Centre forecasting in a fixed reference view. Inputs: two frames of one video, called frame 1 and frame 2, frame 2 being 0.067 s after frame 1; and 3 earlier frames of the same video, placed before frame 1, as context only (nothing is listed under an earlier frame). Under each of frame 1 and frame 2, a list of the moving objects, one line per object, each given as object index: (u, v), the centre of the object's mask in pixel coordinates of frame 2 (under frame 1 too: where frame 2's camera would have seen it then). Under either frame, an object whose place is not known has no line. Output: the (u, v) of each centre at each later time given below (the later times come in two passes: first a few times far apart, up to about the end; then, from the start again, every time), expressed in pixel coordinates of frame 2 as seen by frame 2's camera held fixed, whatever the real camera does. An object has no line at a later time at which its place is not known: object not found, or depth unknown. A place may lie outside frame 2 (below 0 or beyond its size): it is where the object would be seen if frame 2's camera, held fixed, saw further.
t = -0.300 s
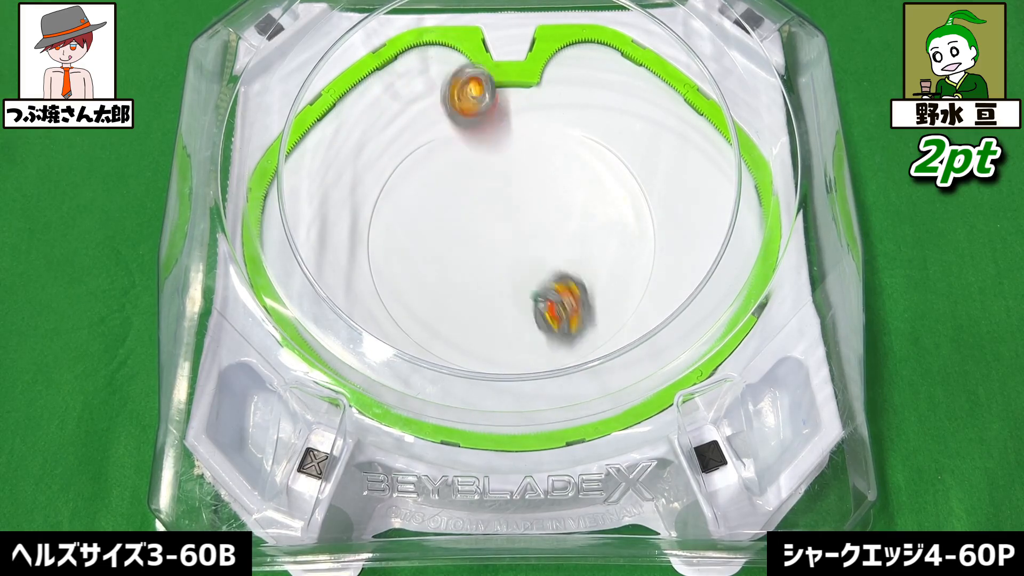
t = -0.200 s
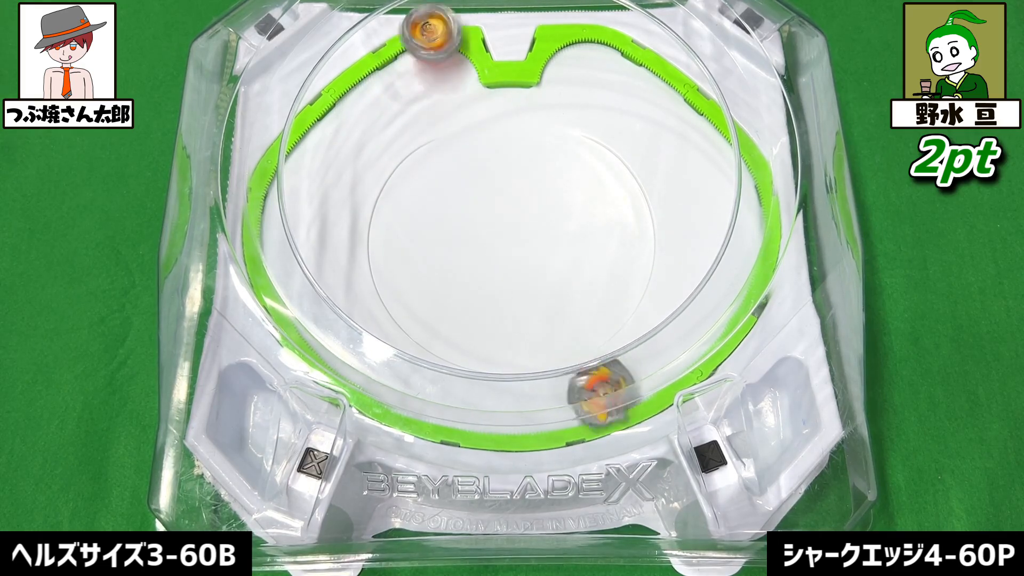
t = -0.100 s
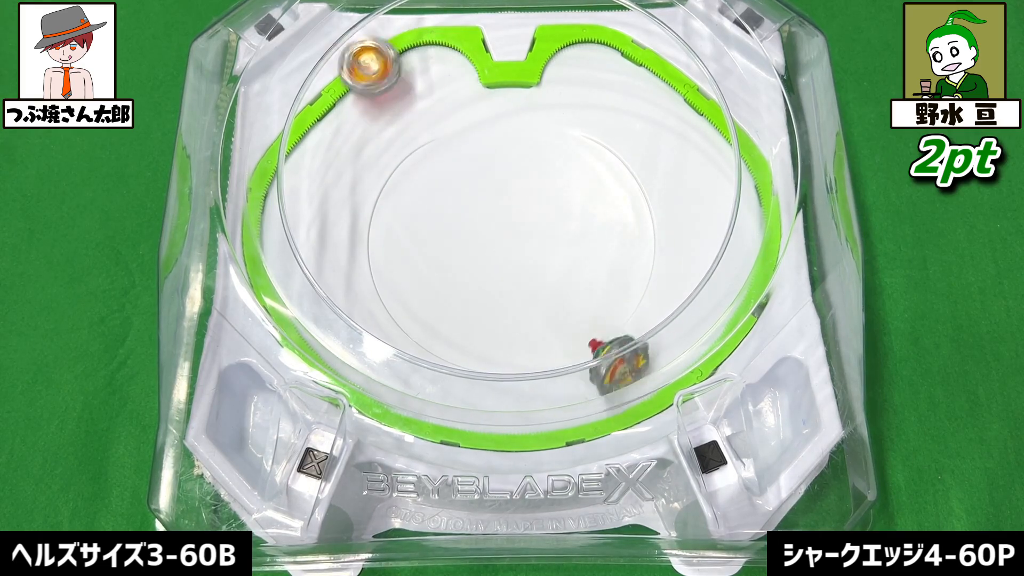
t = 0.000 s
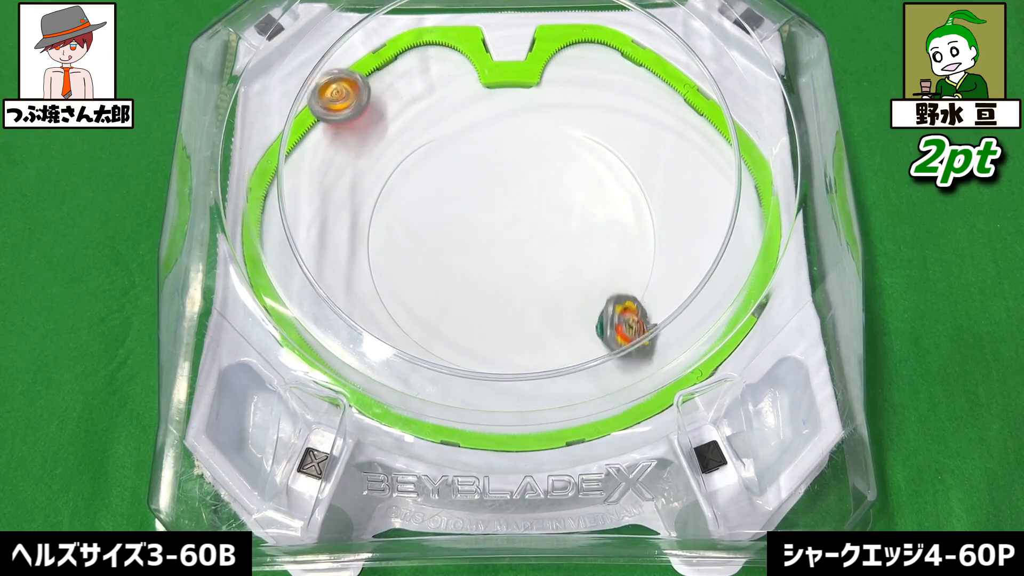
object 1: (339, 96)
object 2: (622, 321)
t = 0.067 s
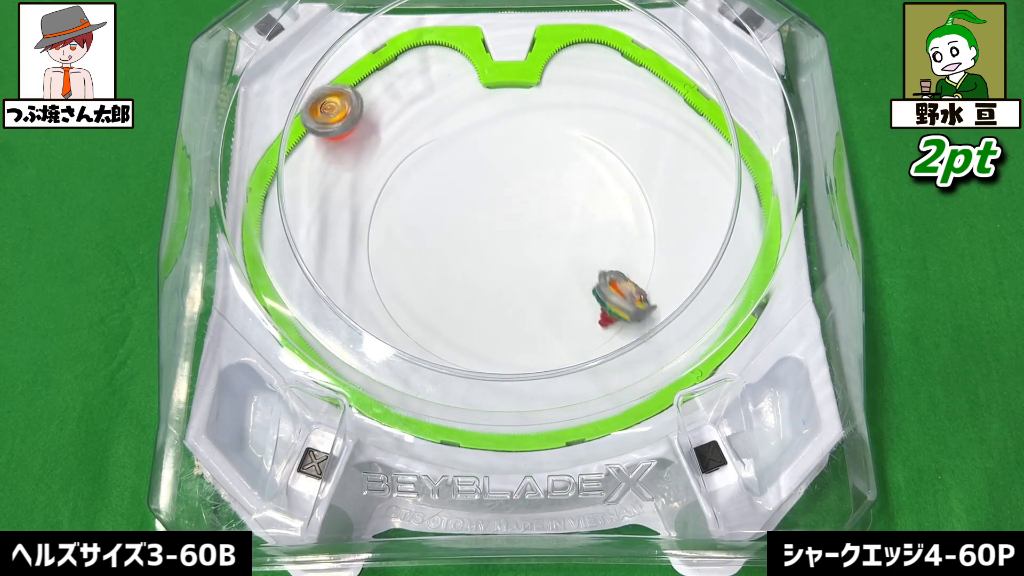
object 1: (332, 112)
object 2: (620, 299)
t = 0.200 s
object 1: (321, 129)
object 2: (576, 251)
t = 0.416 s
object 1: (303, 141)
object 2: (482, 230)
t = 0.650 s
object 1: (294, 146)
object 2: (460, 260)
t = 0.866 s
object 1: (307, 160)
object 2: (470, 274)
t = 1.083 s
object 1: (309, 184)
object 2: (481, 278)
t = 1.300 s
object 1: (302, 211)
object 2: (473, 267)
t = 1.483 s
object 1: (291, 226)
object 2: (480, 271)
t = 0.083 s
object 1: (331, 114)
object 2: (616, 293)
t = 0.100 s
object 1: (330, 116)
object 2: (613, 286)
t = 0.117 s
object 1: (329, 119)
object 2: (608, 280)
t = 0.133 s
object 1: (327, 121)
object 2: (603, 272)
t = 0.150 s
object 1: (325, 123)
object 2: (596, 265)
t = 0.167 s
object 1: (324, 125)
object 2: (590, 260)
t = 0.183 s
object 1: (323, 127)
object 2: (583, 256)
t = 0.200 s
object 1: (321, 129)
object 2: (576, 251)
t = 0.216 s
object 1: (320, 130)
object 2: (569, 246)
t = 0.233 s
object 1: (319, 132)
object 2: (561, 242)
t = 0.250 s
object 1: (318, 133)
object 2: (554, 238)
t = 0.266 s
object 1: (317, 135)
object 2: (546, 235)
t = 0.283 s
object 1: (315, 136)
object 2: (537, 232)
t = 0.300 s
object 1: (314, 137)
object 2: (529, 230)
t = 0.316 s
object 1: (314, 138)
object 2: (521, 228)
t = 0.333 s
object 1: (313, 139)
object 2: (513, 228)
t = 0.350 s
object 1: (312, 140)
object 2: (505, 228)
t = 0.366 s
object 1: (311, 140)
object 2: (499, 227)
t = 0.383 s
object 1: (310, 141)
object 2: (493, 227)
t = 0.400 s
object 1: (310, 141)
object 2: (488, 228)
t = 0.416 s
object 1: (303, 141)
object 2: (482, 230)
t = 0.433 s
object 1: (302, 141)
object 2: (477, 231)
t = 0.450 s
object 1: (300, 141)
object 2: (472, 233)
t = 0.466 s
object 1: (300, 142)
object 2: (468, 234)
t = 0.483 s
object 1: (299, 142)
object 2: (465, 236)
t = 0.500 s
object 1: (297, 143)
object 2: (462, 238)
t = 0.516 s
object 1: (297, 143)
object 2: (460, 241)
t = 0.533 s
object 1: (296, 143)
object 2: (459, 244)
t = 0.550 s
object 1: (296, 144)
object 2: (458, 247)
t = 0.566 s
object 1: (295, 144)
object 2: (458, 250)
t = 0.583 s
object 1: (295, 144)
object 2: (457, 253)
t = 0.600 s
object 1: (294, 144)
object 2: (457, 256)
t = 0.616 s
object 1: (294, 145)
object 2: (457, 258)
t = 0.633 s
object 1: (294, 145)
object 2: (458, 259)
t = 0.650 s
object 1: (294, 146)
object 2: (460, 260)
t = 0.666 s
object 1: (294, 146)
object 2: (462, 261)
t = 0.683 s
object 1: (294, 146)
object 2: (463, 262)
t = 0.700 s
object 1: (295, 148)
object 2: (464, 263)
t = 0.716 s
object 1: (295, 149)
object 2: (464, 264)
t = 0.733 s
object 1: (296, 149)
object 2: (464, 264)
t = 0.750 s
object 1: (297, 150)
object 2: (465, 265)
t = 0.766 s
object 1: (298, 151)
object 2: (465, 266)
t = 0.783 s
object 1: (298, 152)
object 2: (465, 267)
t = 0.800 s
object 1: (299, 153)
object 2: (466, 268)
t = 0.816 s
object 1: (300, 155)
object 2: (466, 269)
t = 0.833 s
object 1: (306, 157)
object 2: (467, 270)
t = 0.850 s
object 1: (307, 158)
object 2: (468, 272)
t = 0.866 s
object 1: (307, 160)
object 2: (470, 274)
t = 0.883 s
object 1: (307, 161)
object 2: (471, 275)
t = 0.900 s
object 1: (307, 163)
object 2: (474, 276)
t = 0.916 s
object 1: (307, 164)
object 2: (476, 278)
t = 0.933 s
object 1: (308, 166)
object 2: (477, 278)
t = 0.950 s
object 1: (308, 168)
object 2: (479, 278)
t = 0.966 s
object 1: (308, 170)
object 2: (480, 278)
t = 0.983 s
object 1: (308, 172)
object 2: (481, 278)
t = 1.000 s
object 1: (308, 173)
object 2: (482, 278)
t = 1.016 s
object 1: (309, 175)
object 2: (482, 278)
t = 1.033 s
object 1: (309, 177)
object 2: (482, 278)
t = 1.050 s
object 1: (309, 180)
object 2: (482, 278)
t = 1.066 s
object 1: (309, 182)
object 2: (482, 278)
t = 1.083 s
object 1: (309, 184)
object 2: (481, 278)
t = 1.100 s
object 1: (309, 186)
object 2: (480, 277)
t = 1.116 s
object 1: (309, 188)
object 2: (479, 277)
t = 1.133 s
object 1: (309, 190)
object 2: (478, 276)
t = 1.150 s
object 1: (309, 192)
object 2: (477, 276)
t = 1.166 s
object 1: (308, 194)
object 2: (476, 274)
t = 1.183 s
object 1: (309, 197)
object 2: (474, 273)
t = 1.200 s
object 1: (309, 199)
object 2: (473, 271)
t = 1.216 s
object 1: (308, 201)
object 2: (472, 270)
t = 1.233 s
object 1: (308, 203)
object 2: (472, 268)
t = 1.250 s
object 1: (308, 204)
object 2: (472, 267)
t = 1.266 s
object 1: (308, 206)
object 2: (472, 267)
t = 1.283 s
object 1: (308, 208)
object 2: (472, 266)
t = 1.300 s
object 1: (302, 211)
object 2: (473, 267)
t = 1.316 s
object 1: (300, 213)
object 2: (473, 267)
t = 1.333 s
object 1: (299, 214)
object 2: (474, 268)
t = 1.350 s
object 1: (298, 216)
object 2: (475, 269)
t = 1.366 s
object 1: (297, 218)
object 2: (475, 269)
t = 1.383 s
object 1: (296, 219)
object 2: (476, 270)
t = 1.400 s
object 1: (296, 220)
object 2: (477, 270)
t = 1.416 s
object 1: (295, 222)
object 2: (478, 270)
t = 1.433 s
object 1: (294, 223)
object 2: (478, 271)
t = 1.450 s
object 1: (293, 224)
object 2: (479, 271)
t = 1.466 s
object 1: (292, 225)
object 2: (479, 271)
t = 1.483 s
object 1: (291, 226)
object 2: (480, 271)
